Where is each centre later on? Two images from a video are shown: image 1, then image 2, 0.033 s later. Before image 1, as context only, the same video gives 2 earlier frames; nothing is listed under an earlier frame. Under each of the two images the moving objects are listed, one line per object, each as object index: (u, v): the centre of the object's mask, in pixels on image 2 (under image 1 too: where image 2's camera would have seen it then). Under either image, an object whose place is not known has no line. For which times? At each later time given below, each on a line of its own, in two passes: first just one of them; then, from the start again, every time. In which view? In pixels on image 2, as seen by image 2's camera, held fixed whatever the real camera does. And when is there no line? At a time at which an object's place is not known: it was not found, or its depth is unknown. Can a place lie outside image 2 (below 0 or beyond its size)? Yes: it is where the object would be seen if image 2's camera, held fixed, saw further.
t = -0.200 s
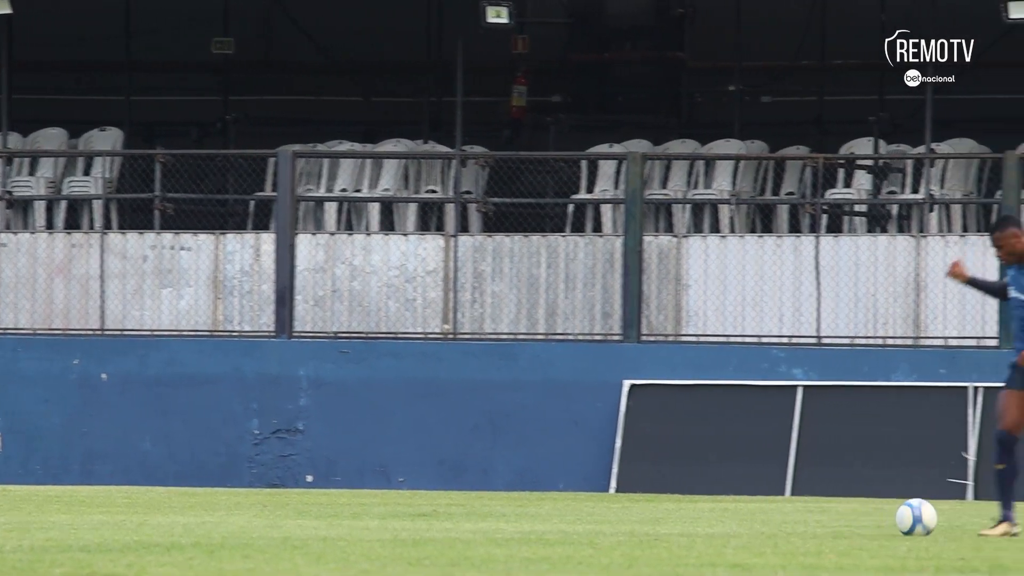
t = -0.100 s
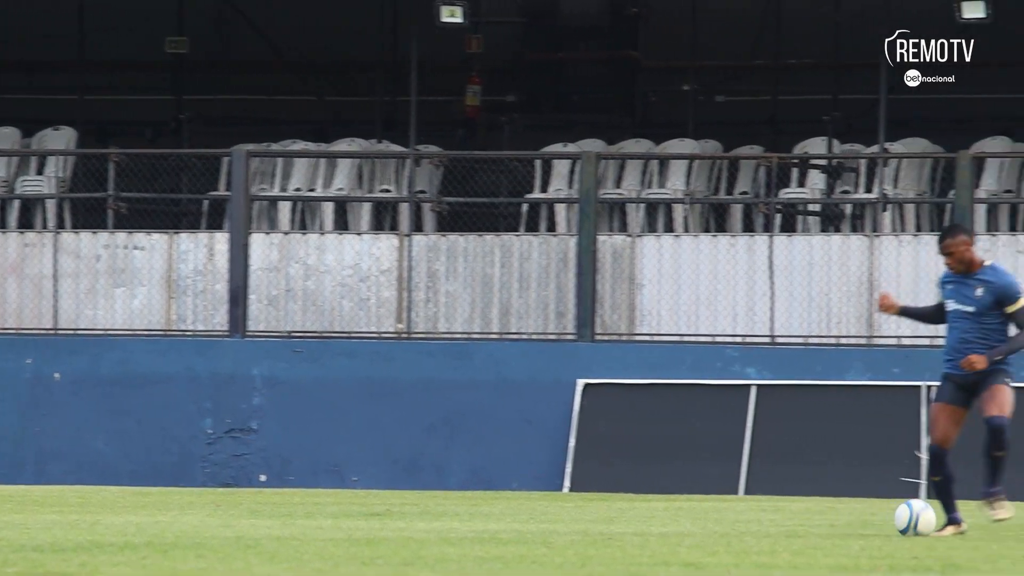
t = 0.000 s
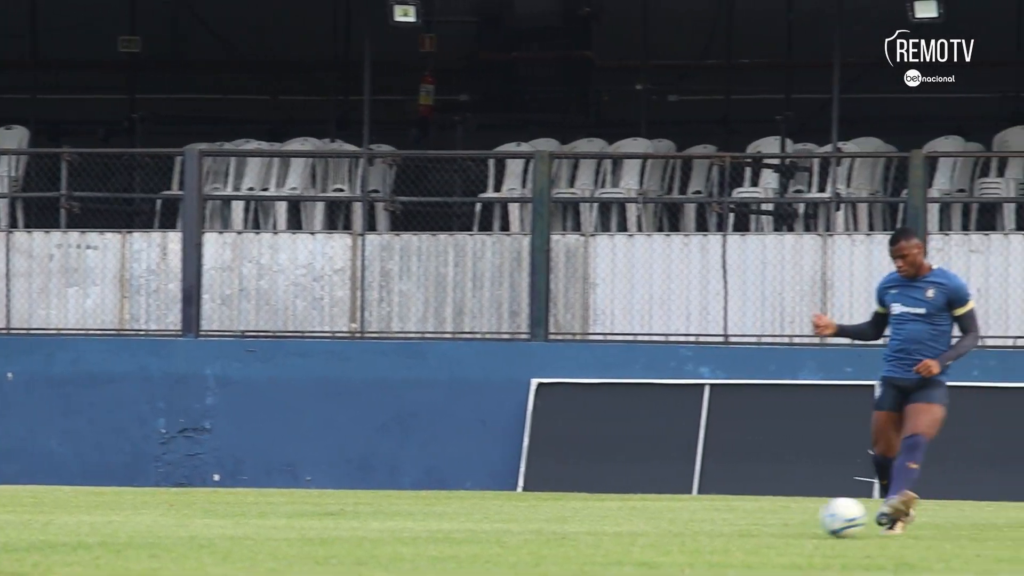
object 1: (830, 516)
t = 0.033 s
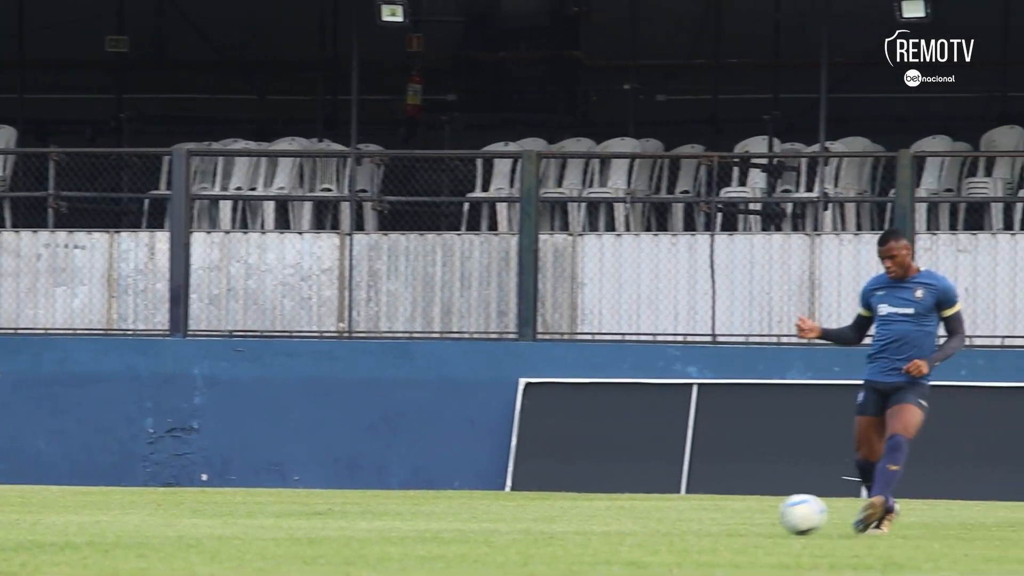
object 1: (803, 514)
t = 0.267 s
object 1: (613, 520)
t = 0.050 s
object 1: (789, 513)
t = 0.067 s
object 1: (775, 513)
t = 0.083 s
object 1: (760, 514)
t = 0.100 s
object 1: (746, 515)
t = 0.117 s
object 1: (731, 517)
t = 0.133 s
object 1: (717, 518)
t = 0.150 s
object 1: (703, 520)
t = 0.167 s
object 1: (689, 522)
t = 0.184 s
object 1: (676, 521)
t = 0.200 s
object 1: (664, 520)
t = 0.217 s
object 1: (652, 519)
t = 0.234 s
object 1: (639, 519)
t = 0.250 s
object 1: (626, 519)
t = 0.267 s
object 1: (613, 520)
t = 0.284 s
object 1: (600, 521)
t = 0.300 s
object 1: (588, 523)
